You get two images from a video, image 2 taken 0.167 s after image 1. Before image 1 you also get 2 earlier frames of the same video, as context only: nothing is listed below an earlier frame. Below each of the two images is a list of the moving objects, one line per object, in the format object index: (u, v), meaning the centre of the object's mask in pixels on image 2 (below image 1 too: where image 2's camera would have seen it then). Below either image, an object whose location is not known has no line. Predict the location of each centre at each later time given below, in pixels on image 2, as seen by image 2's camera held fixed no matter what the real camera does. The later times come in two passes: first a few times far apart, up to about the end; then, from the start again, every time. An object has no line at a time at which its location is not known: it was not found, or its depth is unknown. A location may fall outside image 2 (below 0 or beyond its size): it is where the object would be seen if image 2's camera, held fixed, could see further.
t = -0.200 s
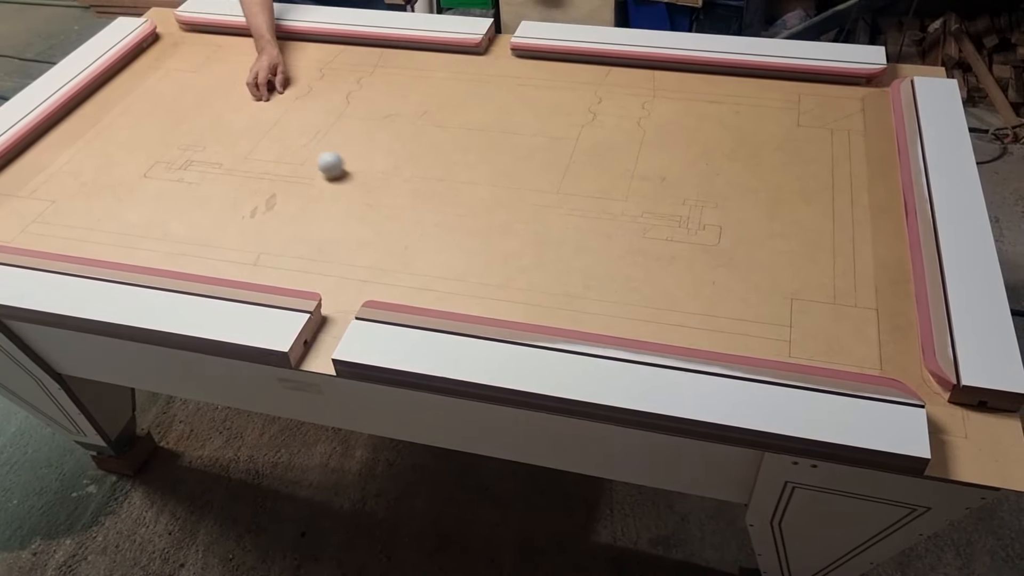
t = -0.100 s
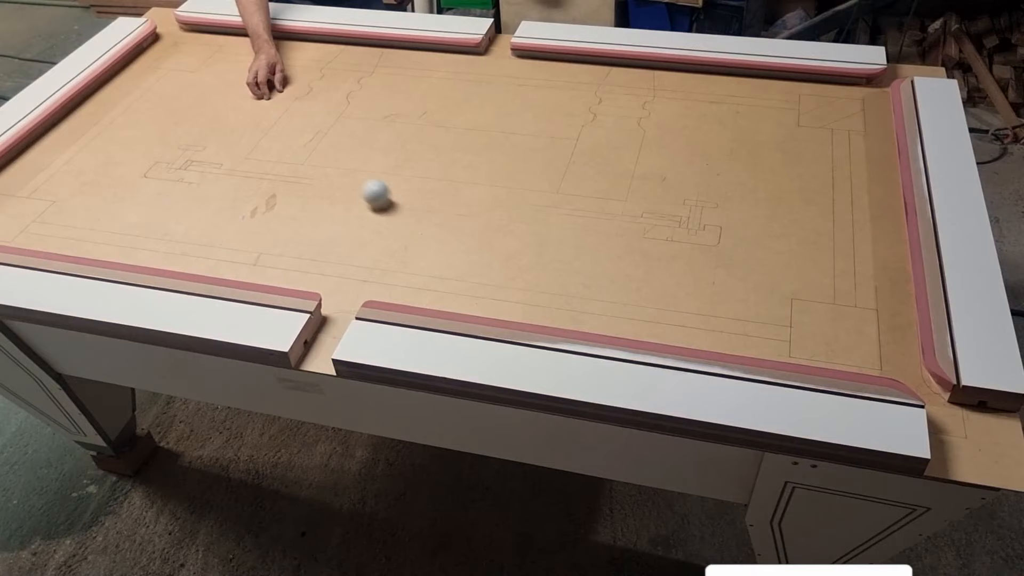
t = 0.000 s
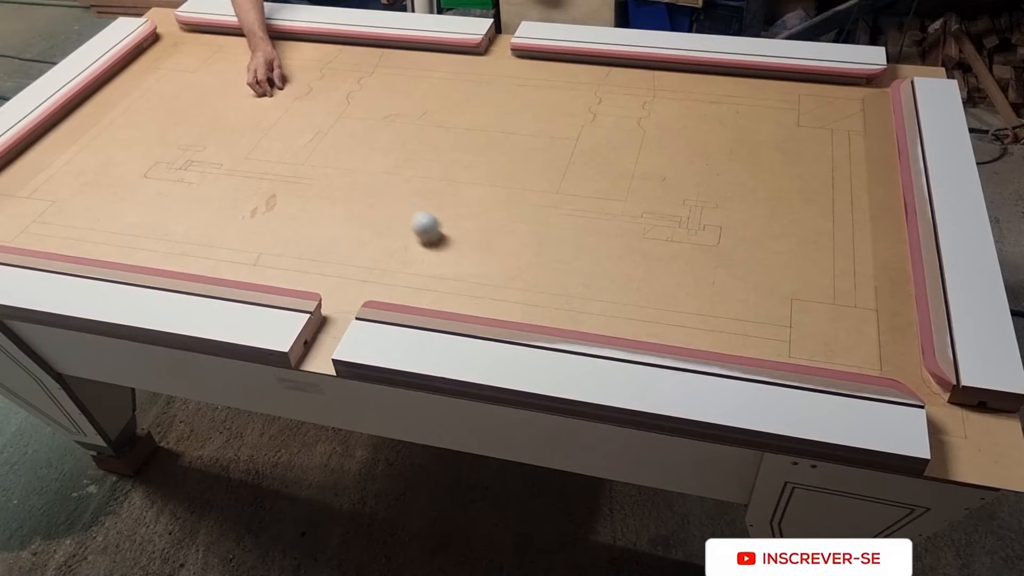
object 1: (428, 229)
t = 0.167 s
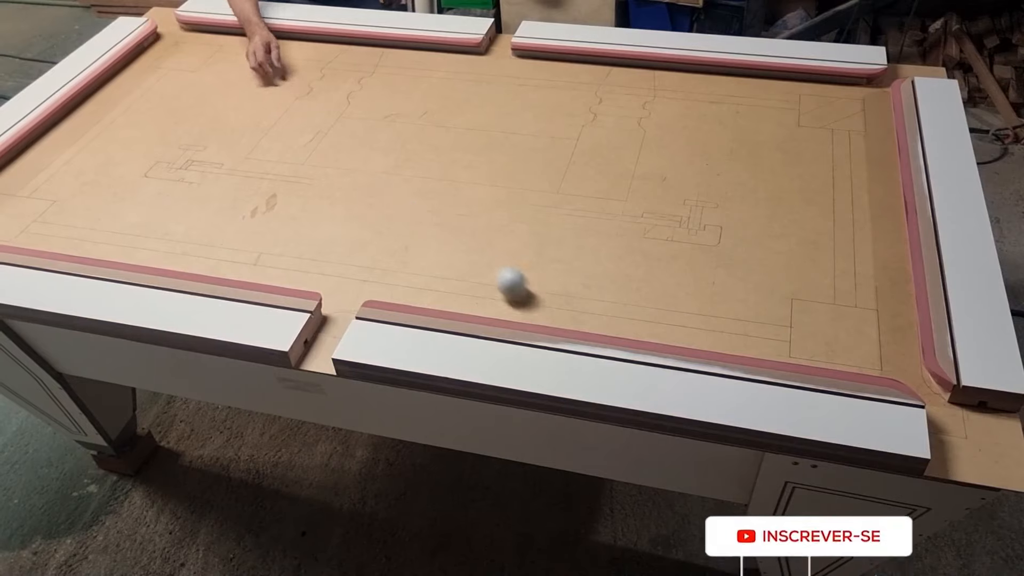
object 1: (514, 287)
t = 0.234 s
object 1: (566, 318)
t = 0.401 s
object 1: (648, 298)
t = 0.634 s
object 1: (746, 265)
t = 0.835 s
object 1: (837, 235)
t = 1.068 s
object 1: (862, 194)
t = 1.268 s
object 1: (803, 141)
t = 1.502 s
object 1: (753, 96)
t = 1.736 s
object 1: (698, 84)
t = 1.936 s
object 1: (653, 102)
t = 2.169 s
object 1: (589, 127)
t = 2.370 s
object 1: (539, 148)
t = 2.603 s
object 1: (467, 178)
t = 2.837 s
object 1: (400, 206)
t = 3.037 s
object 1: (328, 236)
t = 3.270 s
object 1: (249, 268)
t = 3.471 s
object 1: (241, 255)
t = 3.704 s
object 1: (249, 229)
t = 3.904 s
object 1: (255, 208)
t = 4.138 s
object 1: (260, 185)
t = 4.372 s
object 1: (263, 166)
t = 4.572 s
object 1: (265, 149)
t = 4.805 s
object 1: (265, 133)
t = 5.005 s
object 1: (265, 119)
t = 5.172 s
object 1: (265, 109)
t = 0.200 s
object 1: (546, 309)
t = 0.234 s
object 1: (566, 318)
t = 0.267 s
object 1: (584, 319)
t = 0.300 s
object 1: (600, 314)
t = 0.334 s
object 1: (616, 309)
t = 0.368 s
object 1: (632, 303)
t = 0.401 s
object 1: (648, 298)
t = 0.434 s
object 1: (663, 293)
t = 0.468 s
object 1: (679, 287)
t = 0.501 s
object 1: (694, 282)
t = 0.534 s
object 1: (702, 280)
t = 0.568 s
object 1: (716, 275)
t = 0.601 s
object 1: (731, 270)
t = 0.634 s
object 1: (746, 265)
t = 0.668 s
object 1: (768, 258)
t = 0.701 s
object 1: (782, 253)
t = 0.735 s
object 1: (796, 249)
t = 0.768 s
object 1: (810, 244)
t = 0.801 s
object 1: (824, 240)
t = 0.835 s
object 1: (837, 235)
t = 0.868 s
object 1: (851, 231)
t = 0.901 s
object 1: (864, 227)
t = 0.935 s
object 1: (877, 222)
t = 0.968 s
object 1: (884, 220)
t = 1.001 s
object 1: (883, 212)
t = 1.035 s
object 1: (872, 203)
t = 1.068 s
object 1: (862, 194)
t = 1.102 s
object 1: (852, 185)
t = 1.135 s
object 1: (838, 173)
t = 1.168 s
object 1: (829, 164)
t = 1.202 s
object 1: (820, 156)
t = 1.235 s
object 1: (812, 149)
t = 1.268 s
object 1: (803, 141)
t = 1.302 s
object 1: (795, 134)
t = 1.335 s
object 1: (787, 126)
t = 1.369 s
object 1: (779, 119)
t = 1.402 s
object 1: (771, 113)
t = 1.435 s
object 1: (768, 110)
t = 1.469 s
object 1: (760, 103)
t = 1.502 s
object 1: (753, 96)
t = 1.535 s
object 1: (746, 90)
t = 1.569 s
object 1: (739, 84)
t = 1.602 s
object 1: (730, 75)
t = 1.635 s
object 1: (723, 74)
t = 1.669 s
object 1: (714, 78)
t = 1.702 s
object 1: (706, 81)
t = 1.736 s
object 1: (698, 84)
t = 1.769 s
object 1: (690, 87)
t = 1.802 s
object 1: (682, 90)
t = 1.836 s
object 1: (674, 94)
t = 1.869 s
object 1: (666, 97)
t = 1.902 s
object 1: (662, 98)
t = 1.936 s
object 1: (653, 102)
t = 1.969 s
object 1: (645, 105)
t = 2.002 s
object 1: (637, 108)
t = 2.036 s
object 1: (628, 111)
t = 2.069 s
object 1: (620, 115)
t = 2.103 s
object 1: (607, 120)
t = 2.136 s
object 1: (598, 124)
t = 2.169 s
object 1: (589, 127)
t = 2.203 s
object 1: (580, 131)
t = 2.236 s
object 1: (571, 135)
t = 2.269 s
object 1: (562, 138)
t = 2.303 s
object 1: (553, 142)
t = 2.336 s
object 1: (549, 144)
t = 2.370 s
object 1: (539, 148)
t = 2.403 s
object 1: (530, 152)
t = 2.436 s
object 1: (520, 155)
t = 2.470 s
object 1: (511, 159)
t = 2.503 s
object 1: (501, 163)
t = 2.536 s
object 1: (491, 167)
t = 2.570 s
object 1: (477, 174)
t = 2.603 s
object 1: (467, 178)
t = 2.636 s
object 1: (457, 182)
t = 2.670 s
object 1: (447, 186)
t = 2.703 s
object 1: (437, 190)
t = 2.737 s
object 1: (427, 195)
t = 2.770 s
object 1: (416, 198)
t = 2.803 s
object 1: (410, 201)
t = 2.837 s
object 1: (400, 206)
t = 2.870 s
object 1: (389, 210)
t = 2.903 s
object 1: (379, 214)
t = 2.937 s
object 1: (368, 219)
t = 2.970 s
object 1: (357, 223)
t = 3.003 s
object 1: (345, 229)
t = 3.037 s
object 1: (328, 236)
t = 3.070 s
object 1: (316, 241)
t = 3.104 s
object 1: (304, 246)
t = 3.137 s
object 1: (292, 251)
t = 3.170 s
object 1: (280, 256)
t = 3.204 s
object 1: (268, 261)
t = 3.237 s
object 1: (261, 264)
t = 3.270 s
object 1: (249, 268)
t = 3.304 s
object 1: (237, 270)
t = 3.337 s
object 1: (236, 270)
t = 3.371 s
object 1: (237, 267)
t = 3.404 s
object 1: (238, 264)
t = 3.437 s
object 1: (239, 259)
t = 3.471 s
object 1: (241, 255)
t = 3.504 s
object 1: (243, 249)
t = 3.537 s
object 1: (244, 246)
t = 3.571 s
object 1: (245, 241)
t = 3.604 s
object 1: (247, 238)
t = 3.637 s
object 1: (248, 234)
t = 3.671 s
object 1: (249, 231)
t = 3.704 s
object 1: (249, 229)
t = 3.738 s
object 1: (250, 224)
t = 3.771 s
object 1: (251, 221)
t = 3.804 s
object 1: (252, 217)
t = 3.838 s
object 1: (253, 215)
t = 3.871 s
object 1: (254, 211)
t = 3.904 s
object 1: (255, 208)
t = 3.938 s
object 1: (256, 204)
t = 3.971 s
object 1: (256, 201)
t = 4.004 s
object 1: (257, 196)
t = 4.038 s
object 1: (258, 193)
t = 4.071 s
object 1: (259, 190)
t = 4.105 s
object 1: (259, 187)
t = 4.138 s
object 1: (260, 185)
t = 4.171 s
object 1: (260, 183)
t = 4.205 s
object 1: (261, 180)
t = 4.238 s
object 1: (261, 177)
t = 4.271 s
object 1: (262, 174)
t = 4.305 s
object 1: (262, 172)
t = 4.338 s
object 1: (262, 169)
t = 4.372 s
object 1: (263, 166)
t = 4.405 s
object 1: (263, 163)
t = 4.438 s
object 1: (264, 161)
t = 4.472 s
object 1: (264, 156)
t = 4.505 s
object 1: (264, 154)
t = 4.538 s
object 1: (265, 151)
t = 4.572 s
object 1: (265, 149)
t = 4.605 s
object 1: (265, 147)
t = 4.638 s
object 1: (265, 145)
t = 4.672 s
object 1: (265, 142)
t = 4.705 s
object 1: (265, 140)
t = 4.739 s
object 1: (266, 138)
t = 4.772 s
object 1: (265, 135)
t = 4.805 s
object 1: (265, 133)
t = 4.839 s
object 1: (265, 131)
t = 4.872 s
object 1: (265, 129)
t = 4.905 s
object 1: (266, 126)
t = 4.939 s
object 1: (266, 123)
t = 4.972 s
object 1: (265, 121)
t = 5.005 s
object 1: (265, 119)
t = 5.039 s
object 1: (265, 117)
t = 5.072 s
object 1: (265, 116)
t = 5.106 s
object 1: (265, 113)
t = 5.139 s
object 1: (265, 111)
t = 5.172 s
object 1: (265, 109)
